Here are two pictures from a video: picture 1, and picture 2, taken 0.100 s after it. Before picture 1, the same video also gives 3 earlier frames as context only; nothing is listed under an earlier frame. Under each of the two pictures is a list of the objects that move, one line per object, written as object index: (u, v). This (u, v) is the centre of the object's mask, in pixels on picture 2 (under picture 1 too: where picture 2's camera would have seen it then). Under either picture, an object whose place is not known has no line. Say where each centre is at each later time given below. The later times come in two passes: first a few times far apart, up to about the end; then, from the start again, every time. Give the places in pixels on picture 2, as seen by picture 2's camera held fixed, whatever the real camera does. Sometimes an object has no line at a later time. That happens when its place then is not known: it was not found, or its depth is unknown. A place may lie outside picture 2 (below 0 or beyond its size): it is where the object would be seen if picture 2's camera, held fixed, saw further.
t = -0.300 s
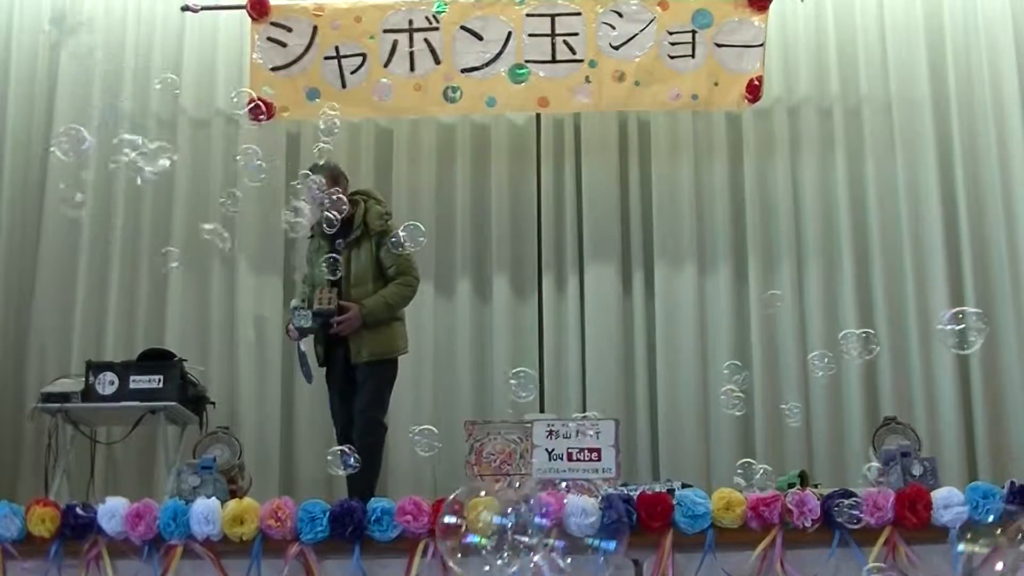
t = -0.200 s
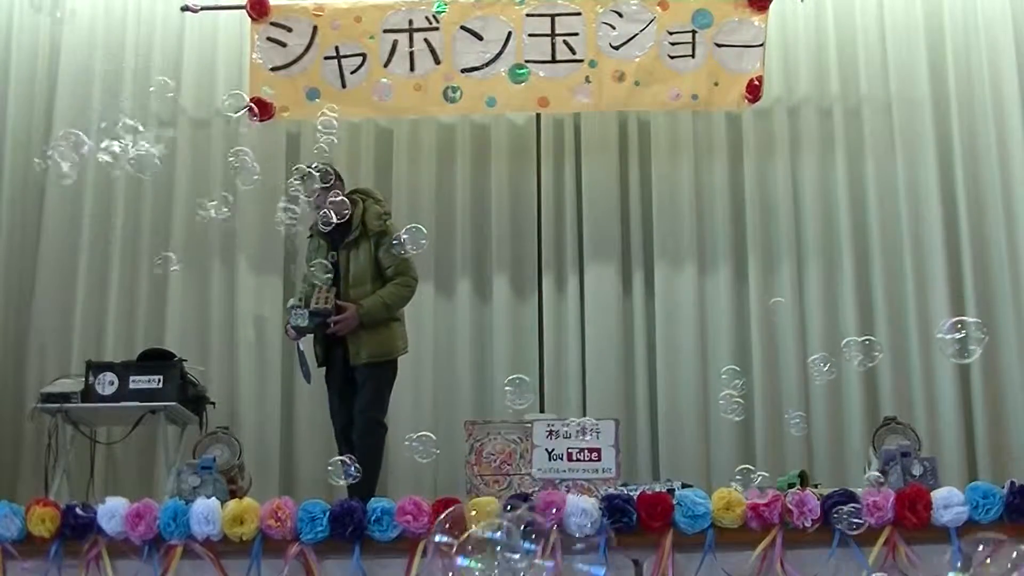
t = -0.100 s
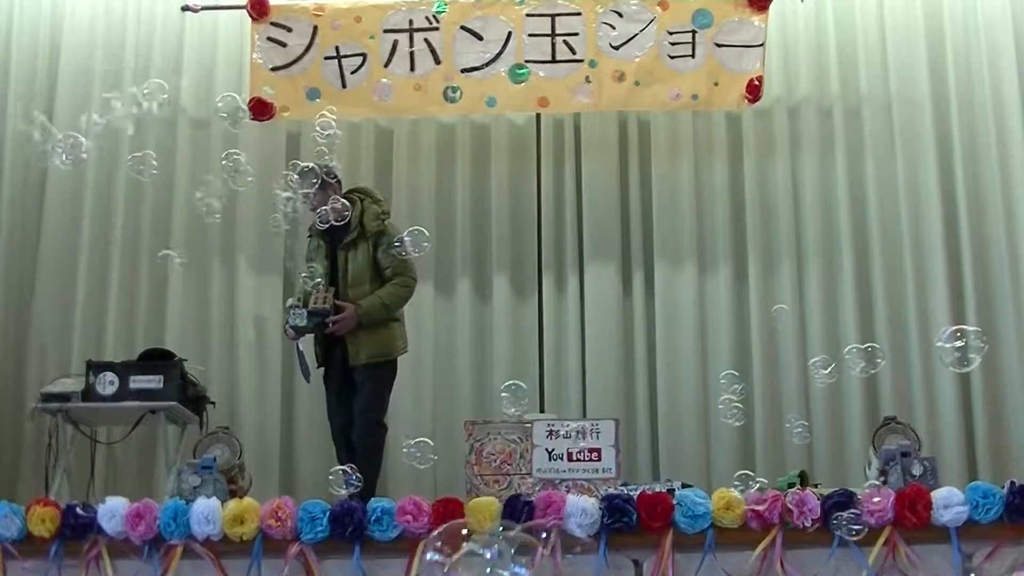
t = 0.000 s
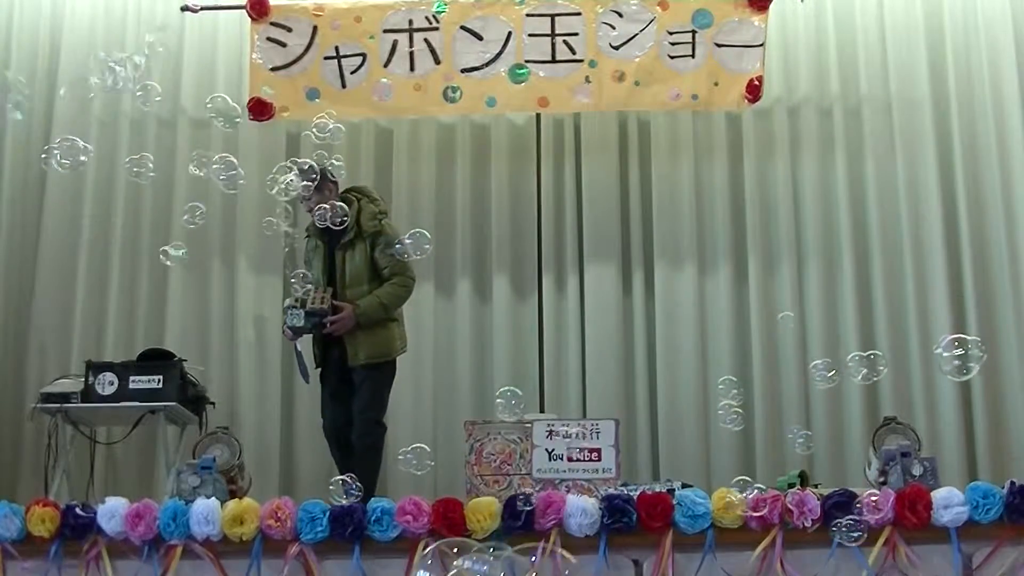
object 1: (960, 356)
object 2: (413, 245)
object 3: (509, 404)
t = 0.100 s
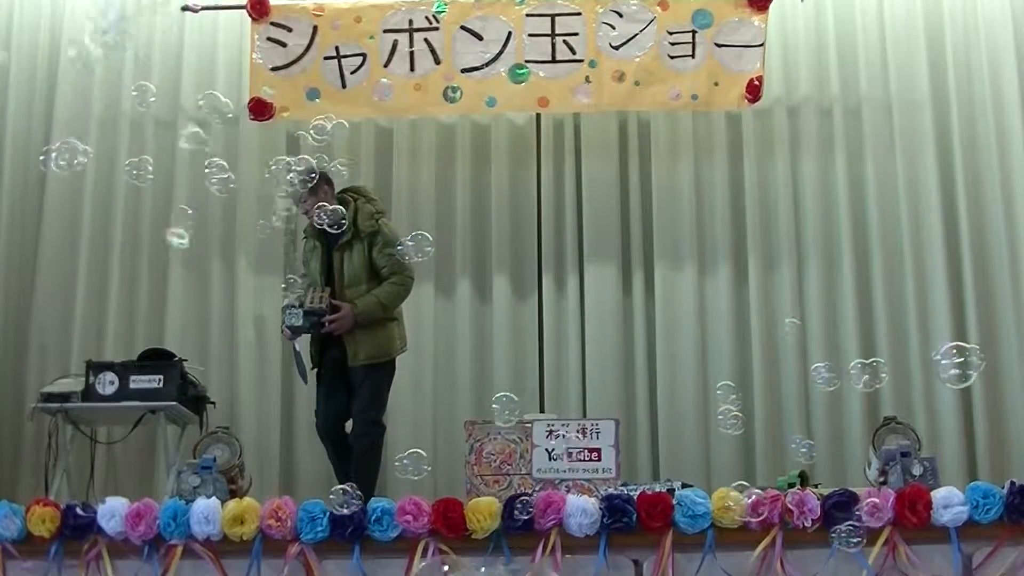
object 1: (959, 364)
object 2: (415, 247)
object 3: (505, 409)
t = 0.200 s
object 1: (957, 371)
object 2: (416, 249)
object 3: (500, 414)
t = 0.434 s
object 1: (952, 386)
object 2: (419, 256)
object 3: (489, 417)
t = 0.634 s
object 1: (947, 399)
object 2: (420, 263)
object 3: (480, 429)
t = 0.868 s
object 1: (943, 415)
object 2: (422, 270)
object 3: (466, 448)
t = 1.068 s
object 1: (940, 428)
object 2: (423, 279)
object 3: (456, 471)
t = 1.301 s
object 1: (938, 445)
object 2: (425, 290)
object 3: (444, 487)
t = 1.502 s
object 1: (935, 463)
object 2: (426, 300)
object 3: (436, 501)
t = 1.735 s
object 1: (933, 475)
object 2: (425, 313)
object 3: (426, 516)
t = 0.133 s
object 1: (958, 366)
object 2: (415, 248)
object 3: (504, 410)
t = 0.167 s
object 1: (958, 368)
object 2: (416, 249)
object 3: (502, 413)
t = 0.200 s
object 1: (957, 371)
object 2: (416, 249)
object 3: (500, 414)
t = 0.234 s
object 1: (957, 373)
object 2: (417, 250)
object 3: (498, 412)
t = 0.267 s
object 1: (956, 375)
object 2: (417, 251)
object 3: (497, 414)
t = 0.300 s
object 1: (956, 377)
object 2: (418, 252)
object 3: (495, 413)
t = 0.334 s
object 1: (955, 380)
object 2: (418, 253)
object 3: (493, 419)
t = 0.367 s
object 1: (954, 382)
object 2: (418, 254)
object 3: (492, 415)
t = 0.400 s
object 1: (953, 384)
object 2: (418, 255)
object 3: (490, 416)
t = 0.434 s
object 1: (952, 386)
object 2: (419, 256)
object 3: (489, 417)
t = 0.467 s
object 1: (951, 388)
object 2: (419, 257)
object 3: (488, 420)
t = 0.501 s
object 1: (950, 391)
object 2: (419, 257)
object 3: (486, 421)
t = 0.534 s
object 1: (949, 393)
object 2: (419, 259)
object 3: (484, 422)
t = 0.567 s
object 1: (949, 395)
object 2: (420, 260)
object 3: (481, 425)
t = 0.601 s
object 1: (948, 397)
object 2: (420, 262)
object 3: (481, 427)
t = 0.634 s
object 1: (947, 399)
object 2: (420, 263)
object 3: (480, 429)
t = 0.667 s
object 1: (946, 401)
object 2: (420, 263)
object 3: (478, 431)
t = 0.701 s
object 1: (946, 403)
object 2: (420, 265)
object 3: (475, 434)
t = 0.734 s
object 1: (945, 406)
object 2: (420, 266)
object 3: (473, 434)
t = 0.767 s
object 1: (945, 408)
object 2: (421, 267)
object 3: (473, 437)
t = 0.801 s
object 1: (944, 410)
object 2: (421, 268)
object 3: (471, 439)
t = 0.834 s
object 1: (944, 412)
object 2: (421, 269)
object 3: (469, 441)
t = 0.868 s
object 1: (943, 415)
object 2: (422, 270)
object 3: (466, 448)
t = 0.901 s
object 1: (942, 417)
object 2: (422, 272)
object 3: (463, 451)
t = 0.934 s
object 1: (941, 419)
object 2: (423, 273)
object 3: (462, 453)
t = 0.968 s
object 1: (941, 421)
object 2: (423, 275)
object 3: (460, 455)
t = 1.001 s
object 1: (941, 423)
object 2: (423, 276)
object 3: (460, 458)
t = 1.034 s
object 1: (940, 426)
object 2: (423, 277)
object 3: (457, 468)
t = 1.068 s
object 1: (940, 428)
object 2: (423, 279)
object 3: (456, 471)
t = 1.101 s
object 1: (939, 430)
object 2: (423, 280)
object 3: (454, 473)
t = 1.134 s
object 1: (939, 433)
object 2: (424, 282)
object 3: (452, 476)
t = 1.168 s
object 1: (939, 435)
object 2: (424, 283)
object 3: (451, 478)
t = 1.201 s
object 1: (939, 437)
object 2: (424, 285)
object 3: (449, 480)
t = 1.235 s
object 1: (938, 440)
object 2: (424, 286)
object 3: (447, 482)
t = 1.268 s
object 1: (937, 443)
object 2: (425, 288)
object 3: (446, 484)
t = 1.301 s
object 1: (938, 445)
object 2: (425, 290)
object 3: (444, 487)
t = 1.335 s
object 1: (936, 448)
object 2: (425, 291)
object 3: (443, 489)
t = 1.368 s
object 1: (936, 451)
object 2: (425, 293)
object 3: (441, 491)
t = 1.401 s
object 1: (936, 455)
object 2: (425, 295)
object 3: (440, 494)
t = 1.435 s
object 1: (936, 457)
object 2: (425, 297)
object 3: (439, 496)
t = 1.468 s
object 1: (935, 460)
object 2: (425, 298)
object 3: (438, 498)
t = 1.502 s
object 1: (935, 463)
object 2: (426, 300)
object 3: (436, 501)
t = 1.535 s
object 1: (934, 465)
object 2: (426, 302)
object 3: (434, 503)
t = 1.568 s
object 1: (933, 466)
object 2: (425, 304)
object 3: (433, 505)
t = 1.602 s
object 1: (932, 468)
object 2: (425, 305)
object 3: (431, 508)
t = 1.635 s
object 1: (933, 471)
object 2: (425, 307)
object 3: (429, 510)
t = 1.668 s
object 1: (934, 472)
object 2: (425, 309)
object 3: (427, 512)
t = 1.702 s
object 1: (934, 474)
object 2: (425, 311)
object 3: (427, 514)
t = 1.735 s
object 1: (933, 475)
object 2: (425, 313)
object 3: (426, 516)
